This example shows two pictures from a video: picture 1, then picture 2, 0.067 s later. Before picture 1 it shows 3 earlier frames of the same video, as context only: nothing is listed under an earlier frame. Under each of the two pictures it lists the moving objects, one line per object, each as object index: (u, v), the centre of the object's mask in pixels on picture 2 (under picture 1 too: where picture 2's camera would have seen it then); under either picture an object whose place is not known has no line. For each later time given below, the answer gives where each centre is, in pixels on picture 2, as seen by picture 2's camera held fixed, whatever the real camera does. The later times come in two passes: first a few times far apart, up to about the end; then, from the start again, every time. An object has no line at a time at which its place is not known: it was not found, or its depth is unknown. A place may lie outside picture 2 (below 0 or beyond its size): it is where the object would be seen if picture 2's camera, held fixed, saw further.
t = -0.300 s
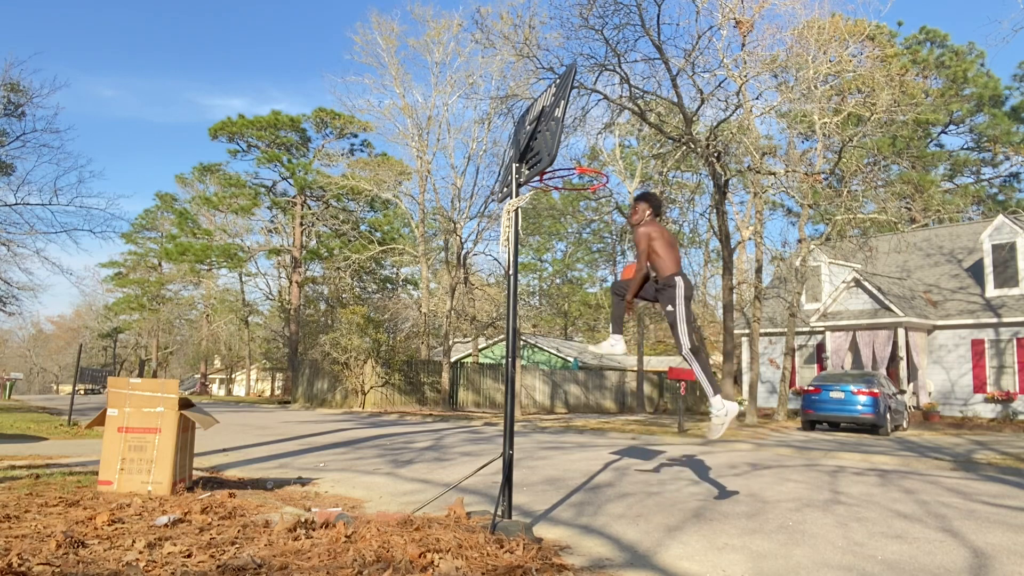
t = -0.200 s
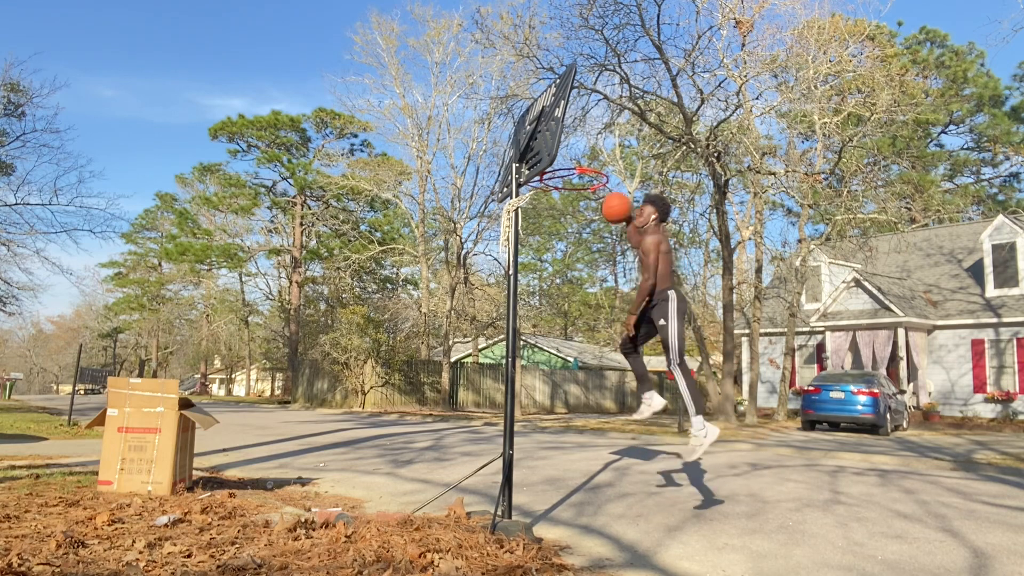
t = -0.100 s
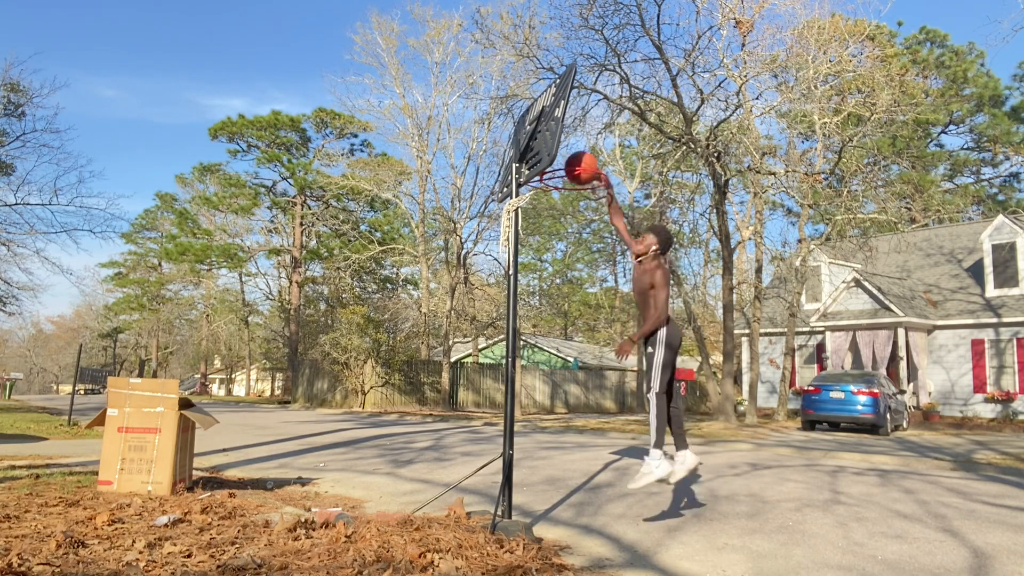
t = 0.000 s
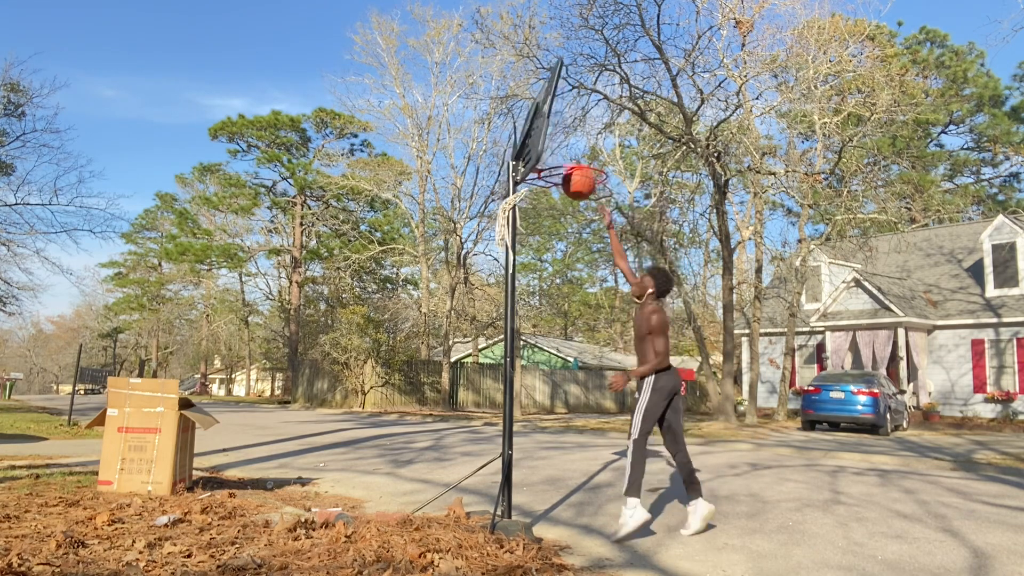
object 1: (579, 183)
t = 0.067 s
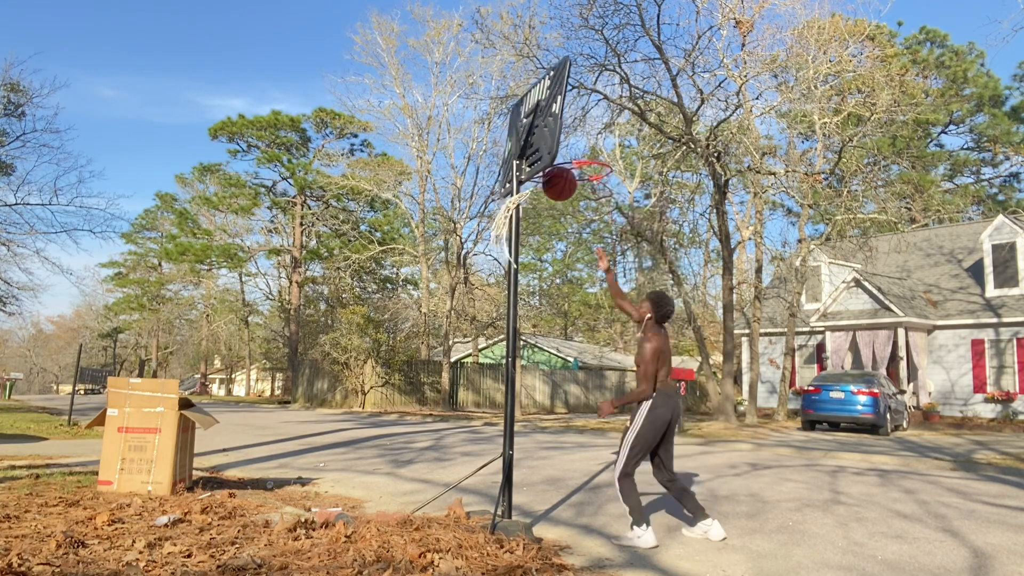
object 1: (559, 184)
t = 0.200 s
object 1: (552, 217)
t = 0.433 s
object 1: (543, 352)
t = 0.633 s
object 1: (535, 540)
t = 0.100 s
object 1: (555, 189)
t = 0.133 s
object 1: (554, 196)
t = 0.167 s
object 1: (553, 206)
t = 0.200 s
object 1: (552, 217)
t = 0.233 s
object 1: (551, 230)
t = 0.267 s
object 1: (550, 246)
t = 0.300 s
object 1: (548, 263)
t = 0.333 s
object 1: (547, 282)
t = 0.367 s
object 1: (546, 303)
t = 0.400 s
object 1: (544, 326)
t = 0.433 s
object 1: (543, 352)
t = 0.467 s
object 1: (541, 380)
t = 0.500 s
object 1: (539, 410)
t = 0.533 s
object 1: (538, 443)
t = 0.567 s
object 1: (536, 479)
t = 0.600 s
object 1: (534, 517)
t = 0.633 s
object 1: (535, 540)
